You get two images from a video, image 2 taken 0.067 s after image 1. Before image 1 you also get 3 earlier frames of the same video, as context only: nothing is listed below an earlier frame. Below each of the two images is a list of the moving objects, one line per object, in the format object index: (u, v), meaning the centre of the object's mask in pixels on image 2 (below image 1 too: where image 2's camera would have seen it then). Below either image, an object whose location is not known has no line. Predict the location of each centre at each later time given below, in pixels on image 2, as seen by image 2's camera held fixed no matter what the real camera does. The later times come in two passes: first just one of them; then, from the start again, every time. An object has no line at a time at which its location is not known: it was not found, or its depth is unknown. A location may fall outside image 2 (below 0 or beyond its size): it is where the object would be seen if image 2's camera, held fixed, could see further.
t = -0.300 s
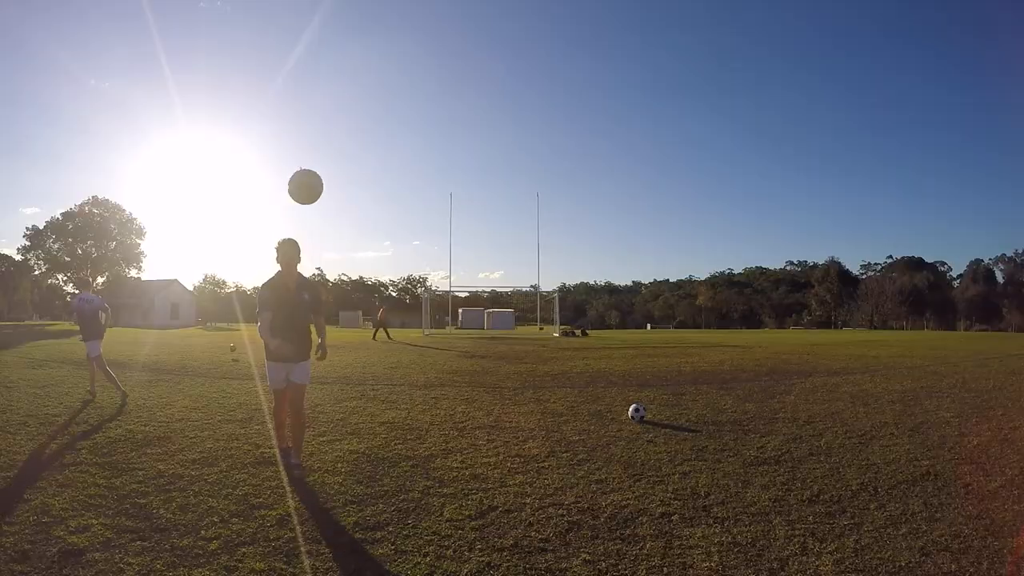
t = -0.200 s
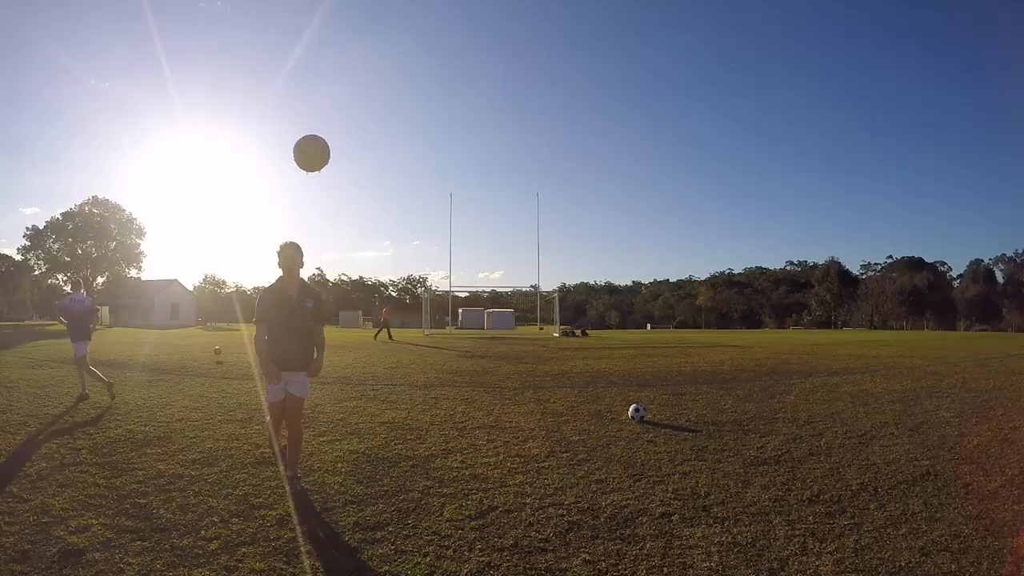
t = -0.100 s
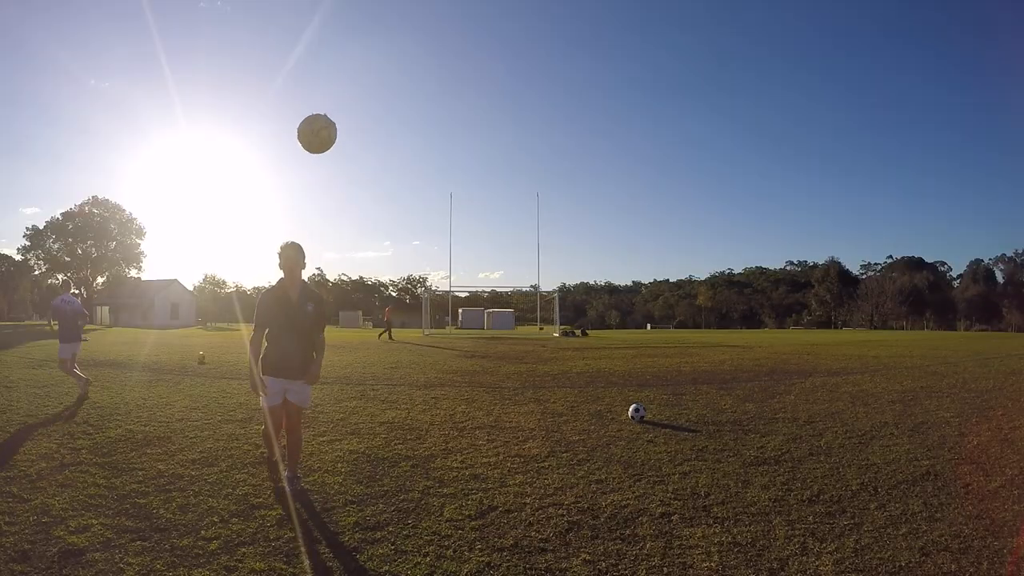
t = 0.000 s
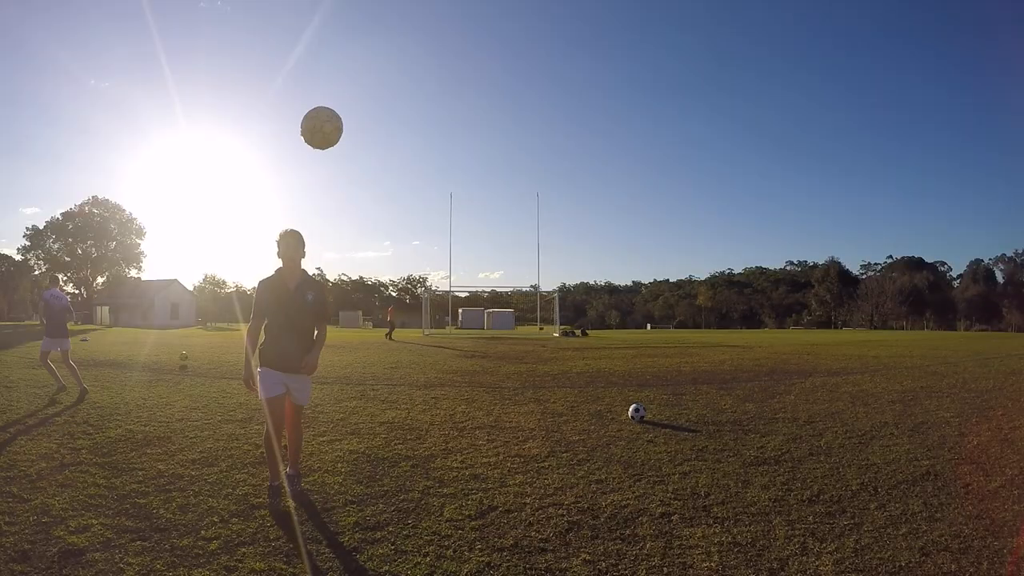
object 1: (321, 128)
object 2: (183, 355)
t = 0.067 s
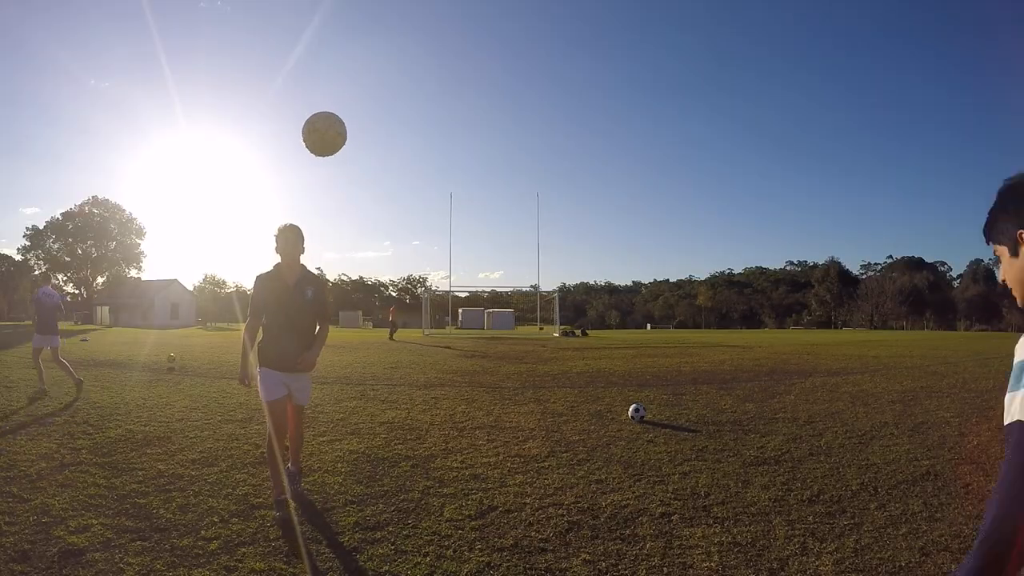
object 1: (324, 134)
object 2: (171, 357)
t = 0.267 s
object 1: (329, 221)
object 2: (129, 366)
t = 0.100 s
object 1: (325, 141)
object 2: (164, 359)
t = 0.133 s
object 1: (326, 150)
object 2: (158, 361)
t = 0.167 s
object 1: (327, 163)
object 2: (151, 362)
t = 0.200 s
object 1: (328, 178)
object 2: (143, 362)
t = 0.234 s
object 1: (329, 197)
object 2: (137, 362)
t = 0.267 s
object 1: (329, 221)
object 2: (129, 366)
